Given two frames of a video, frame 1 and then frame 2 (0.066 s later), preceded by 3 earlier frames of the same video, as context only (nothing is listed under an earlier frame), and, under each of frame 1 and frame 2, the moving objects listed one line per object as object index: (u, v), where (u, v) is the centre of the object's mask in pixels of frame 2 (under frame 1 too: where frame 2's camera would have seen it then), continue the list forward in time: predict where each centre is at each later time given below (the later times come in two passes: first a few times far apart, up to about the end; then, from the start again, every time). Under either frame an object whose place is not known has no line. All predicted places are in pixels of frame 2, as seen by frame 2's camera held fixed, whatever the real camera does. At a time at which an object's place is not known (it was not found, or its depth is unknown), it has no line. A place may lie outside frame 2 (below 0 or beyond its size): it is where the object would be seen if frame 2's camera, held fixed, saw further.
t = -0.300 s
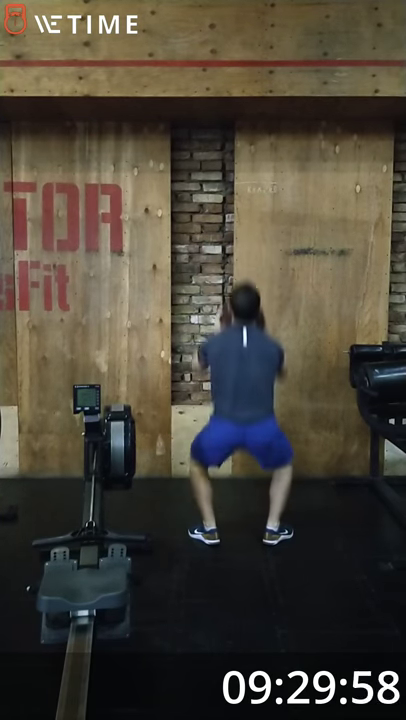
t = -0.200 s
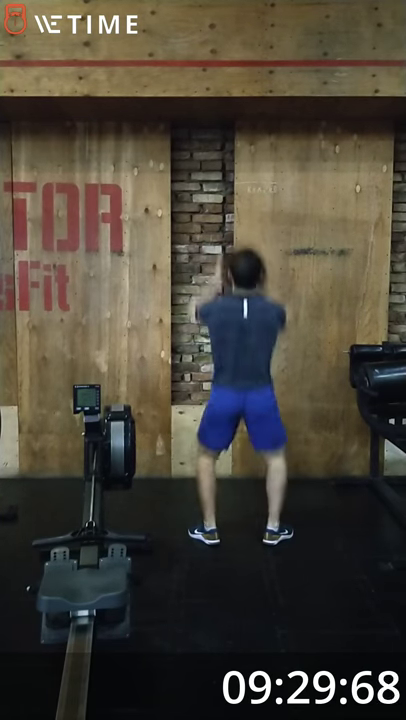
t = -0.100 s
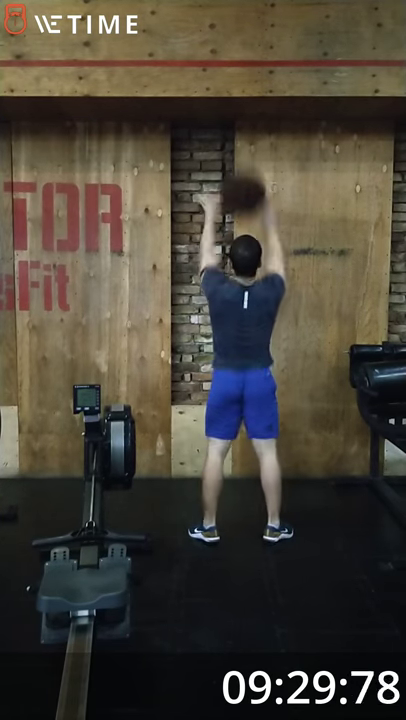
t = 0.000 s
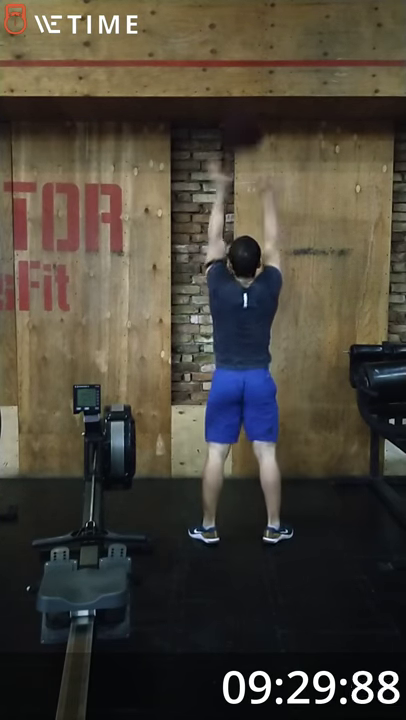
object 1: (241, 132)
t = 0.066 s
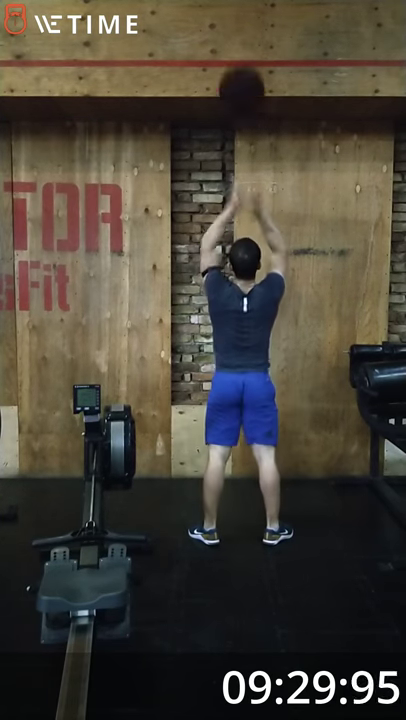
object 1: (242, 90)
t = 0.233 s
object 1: (240, 35)
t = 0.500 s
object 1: (240, 28)
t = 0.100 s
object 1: (241, 74)
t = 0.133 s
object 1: (241, 62)
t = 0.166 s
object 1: (241, 51)
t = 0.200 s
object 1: (240, 42)
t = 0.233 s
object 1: (240, 35)
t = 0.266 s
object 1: (240, 29)
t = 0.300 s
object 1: (239, 27)
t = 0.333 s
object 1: (239, 25)
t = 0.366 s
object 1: (239, 24)
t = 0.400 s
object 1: (239, 23)
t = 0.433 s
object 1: (239, 23)
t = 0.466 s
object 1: (239, 24)
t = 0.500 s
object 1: (240, 28)
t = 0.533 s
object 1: (240, 35)
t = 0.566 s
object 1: (240, 42)
